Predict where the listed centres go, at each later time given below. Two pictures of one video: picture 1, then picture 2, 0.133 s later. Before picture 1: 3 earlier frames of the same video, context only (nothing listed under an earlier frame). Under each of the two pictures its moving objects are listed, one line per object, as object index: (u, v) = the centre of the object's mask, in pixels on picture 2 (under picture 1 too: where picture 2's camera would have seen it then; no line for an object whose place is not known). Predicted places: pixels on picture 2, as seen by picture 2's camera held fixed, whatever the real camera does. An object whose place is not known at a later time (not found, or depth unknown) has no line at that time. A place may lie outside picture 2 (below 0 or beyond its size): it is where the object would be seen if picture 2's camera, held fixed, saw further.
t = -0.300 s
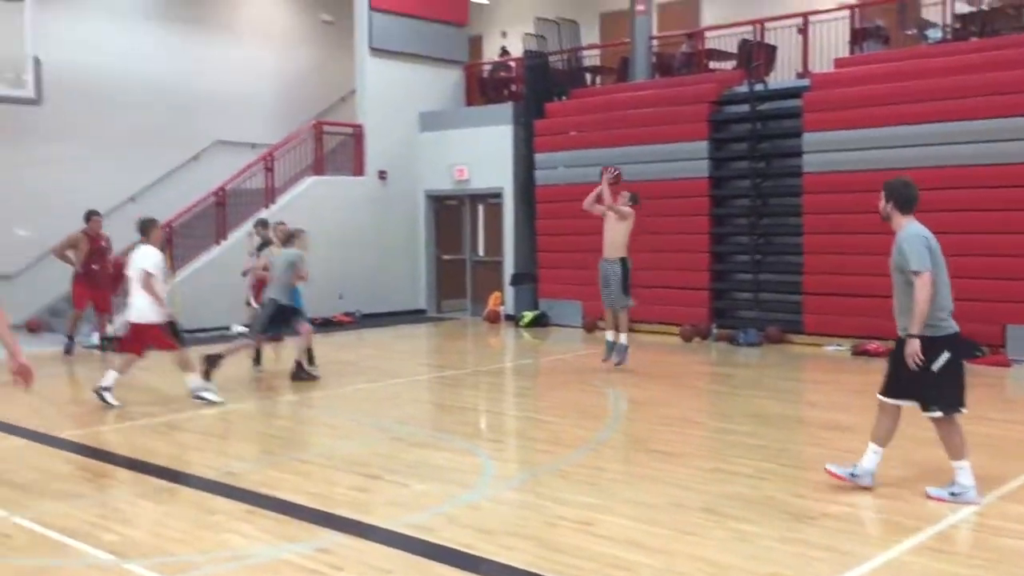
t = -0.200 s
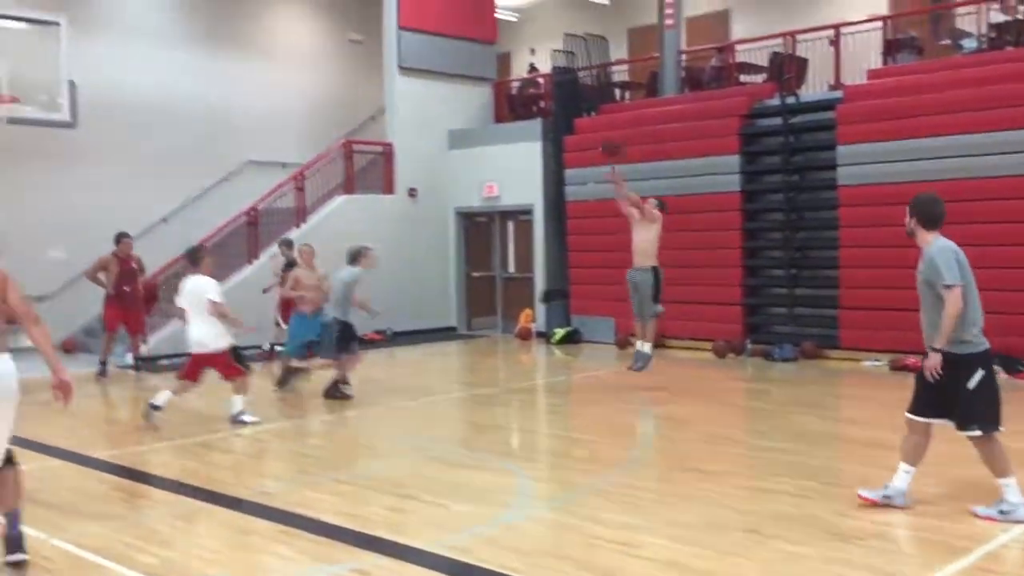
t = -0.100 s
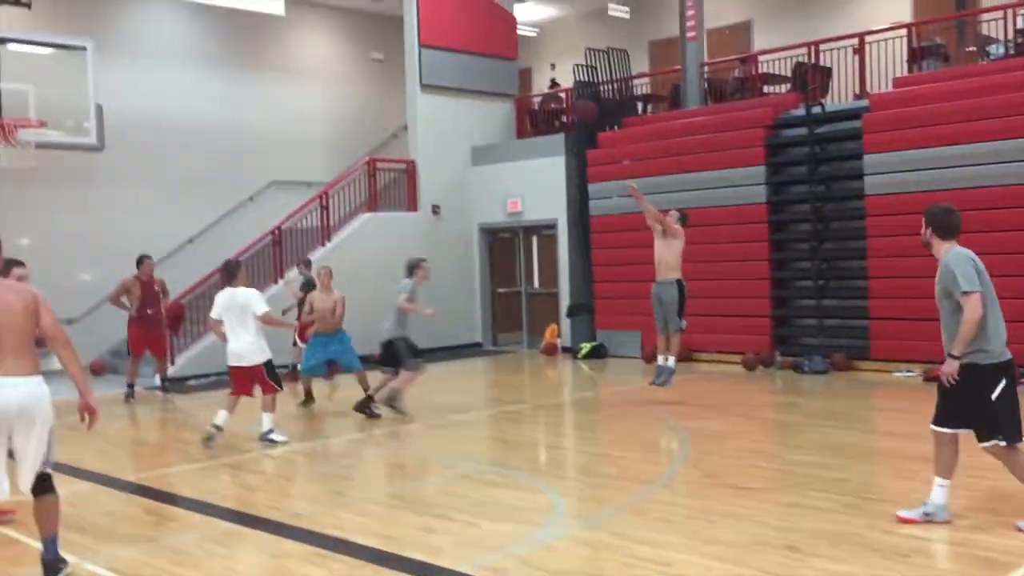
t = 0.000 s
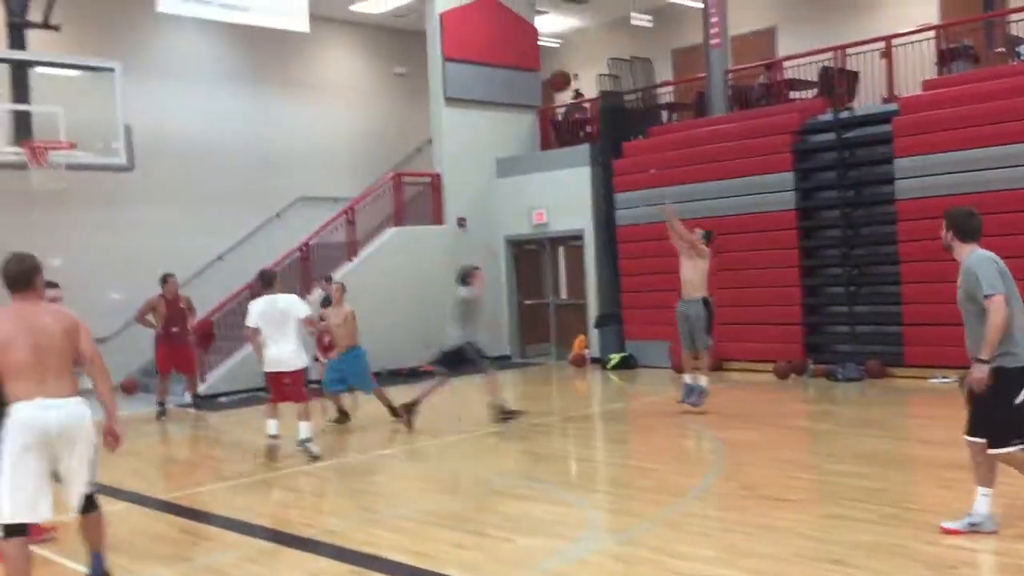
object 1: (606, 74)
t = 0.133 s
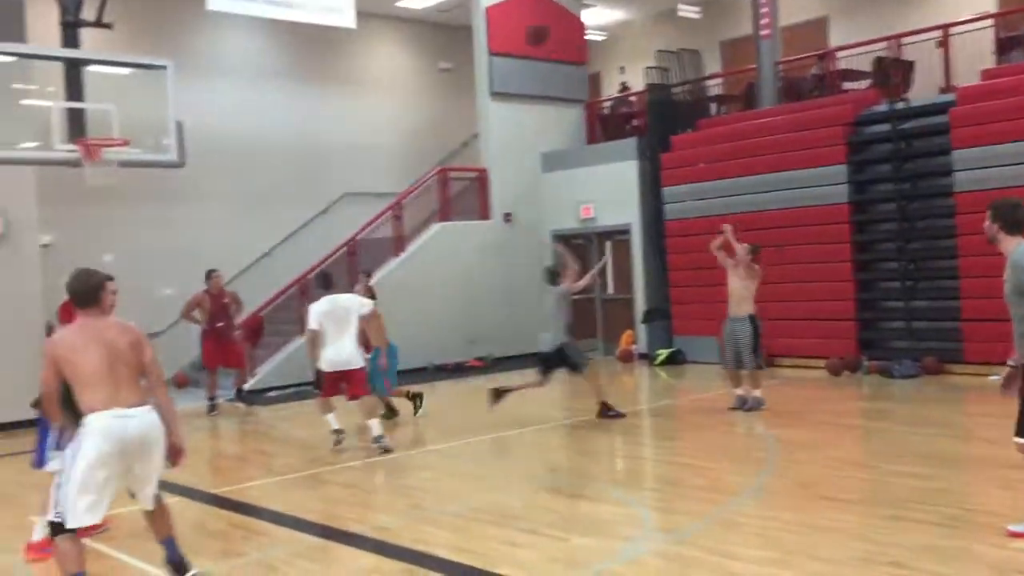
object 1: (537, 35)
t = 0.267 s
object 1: (466, 18)
